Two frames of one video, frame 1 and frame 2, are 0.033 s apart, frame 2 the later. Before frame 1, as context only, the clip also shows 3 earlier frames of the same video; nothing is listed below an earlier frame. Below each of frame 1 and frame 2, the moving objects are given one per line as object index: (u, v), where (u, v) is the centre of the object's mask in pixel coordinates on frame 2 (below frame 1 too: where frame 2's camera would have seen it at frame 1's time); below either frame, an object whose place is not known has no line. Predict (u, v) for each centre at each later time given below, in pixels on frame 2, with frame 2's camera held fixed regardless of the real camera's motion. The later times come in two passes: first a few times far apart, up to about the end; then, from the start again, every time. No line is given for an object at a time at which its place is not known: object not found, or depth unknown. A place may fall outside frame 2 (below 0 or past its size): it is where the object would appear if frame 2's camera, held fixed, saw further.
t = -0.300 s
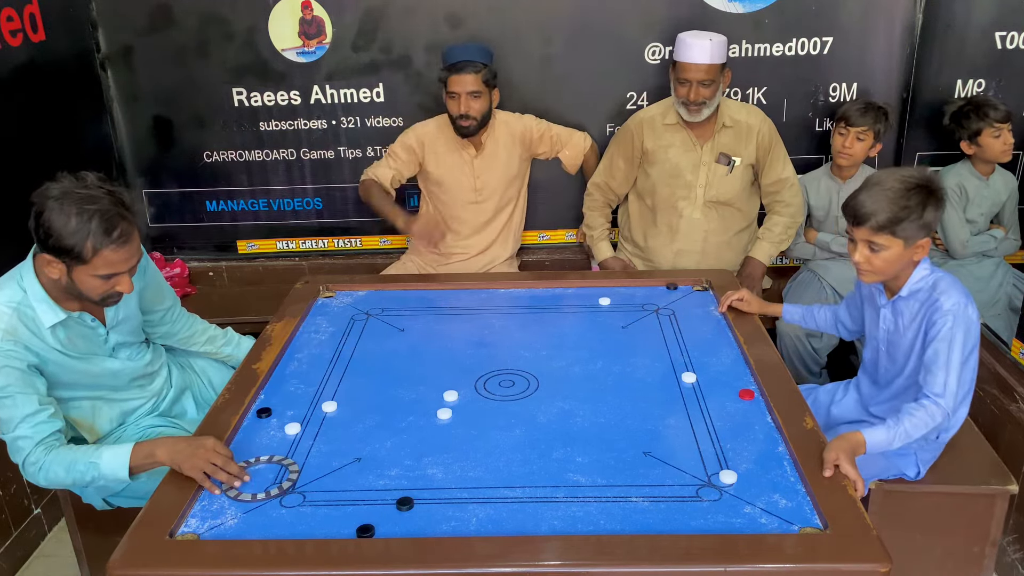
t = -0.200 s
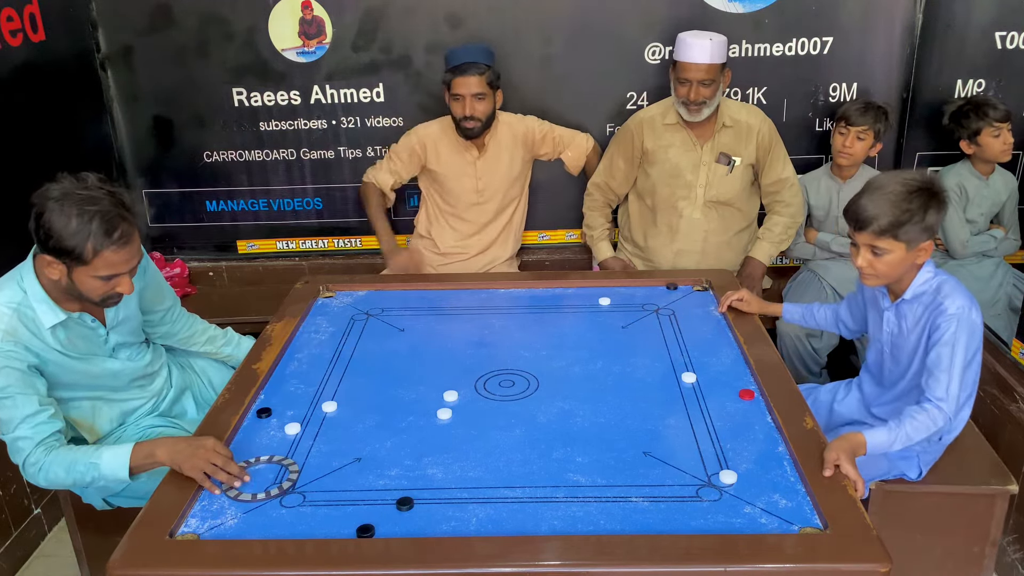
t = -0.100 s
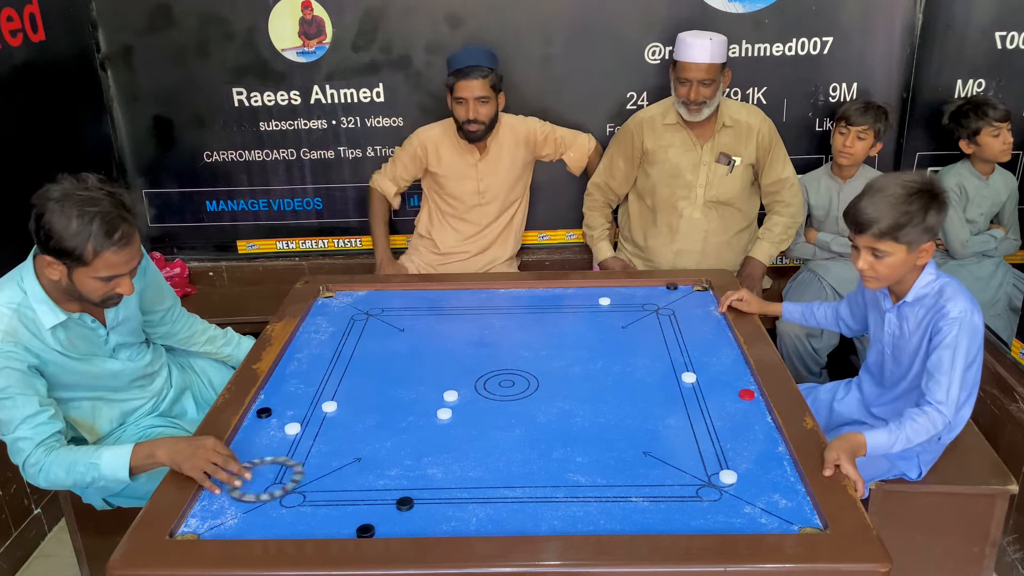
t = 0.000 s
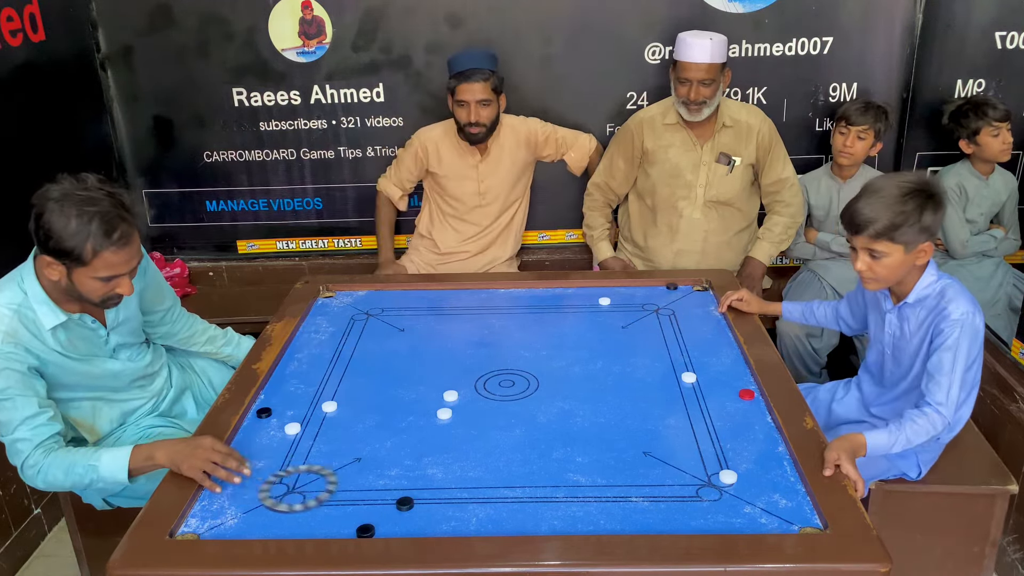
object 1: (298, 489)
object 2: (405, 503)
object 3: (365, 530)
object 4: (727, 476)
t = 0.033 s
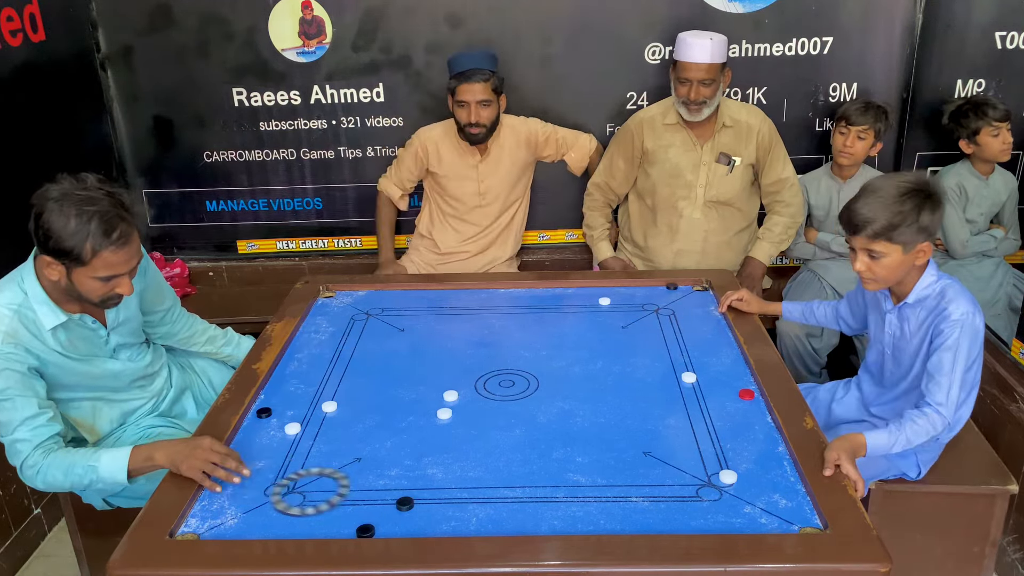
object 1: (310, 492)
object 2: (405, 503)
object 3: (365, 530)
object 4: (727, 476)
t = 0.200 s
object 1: (368, 507)
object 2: (421, 504)
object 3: (371, 534)
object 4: (727, 476)
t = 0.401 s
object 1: (425, 506)
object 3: (402, 534)
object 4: (727, 476)
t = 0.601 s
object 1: (478, 501)
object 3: (428, 532)
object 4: (727, 476)
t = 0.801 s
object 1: (526, 495)
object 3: (449, 531)
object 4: (727, 476)
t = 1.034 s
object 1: (576, 488)
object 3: (467, 528)
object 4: (727, 476)
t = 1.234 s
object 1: (615, 481)
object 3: (477, 525)
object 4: (727, 476)
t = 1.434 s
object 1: (650, 474)
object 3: (481, 523)
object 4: (727, 476)
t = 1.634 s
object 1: (680, 467)
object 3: (481, 521)
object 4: (728, 476)
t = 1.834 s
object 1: (703, 460)
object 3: (482, 521)
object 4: (755, 481)
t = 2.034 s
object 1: (719, 454)
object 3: (482, 521)
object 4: (778, 485)
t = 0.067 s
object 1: (321, 495)
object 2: (405, 503)
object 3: (366, 530)
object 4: (727, 476)
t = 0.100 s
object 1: (334, 498)
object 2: (405, 503)
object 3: (366, 530)
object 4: (727, 476)
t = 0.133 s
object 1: (346, 501)
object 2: (405, 503)
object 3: (366, 531)
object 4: (727, 476)
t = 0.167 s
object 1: (358, 505)
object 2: (407, 503)
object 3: (366, 533)
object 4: (727, 476)
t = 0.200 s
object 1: (368, 507)
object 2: (421, 504)
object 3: (371, 534)
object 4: (727, 476)
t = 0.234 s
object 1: (377, 509)
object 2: (435, 505)
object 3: (377, 535)
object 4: (727, 476)
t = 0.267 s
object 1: (387, 509)
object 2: (449, 506)
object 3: (383, 535)
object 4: (727, 476)
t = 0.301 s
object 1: (397, 508)
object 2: (463, 507)
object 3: (388, 535)
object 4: (727, 476)
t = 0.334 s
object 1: (406, 508)
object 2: (477, 508)
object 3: (393, 535)
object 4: (727, 476)
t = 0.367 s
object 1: (416, 507)
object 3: (398, 534)
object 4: (727, 476)
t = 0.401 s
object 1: (425, 506)
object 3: (402, 534)
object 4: (727, 476)
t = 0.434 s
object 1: (434, 505)
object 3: (407, 534)
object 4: (727, 476)
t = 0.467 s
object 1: (443, 505)
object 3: (411, 533)
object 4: (727, 476)
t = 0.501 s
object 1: (453, 504)
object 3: (415, 533)
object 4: (727, 476)
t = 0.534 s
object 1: (461, 503)
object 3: (420, 533)
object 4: (727, 476)
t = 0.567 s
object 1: (470, 502)
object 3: (424, 533)
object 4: (727, 476)
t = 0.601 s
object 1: (478, 501)
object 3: (428, 532)
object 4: (727, 476)
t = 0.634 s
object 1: (486, 500)
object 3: (432, 532)
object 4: (727, 476)
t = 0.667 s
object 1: (494, 499)
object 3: (436, 532)
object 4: (727, 476)
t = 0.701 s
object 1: (502, 498)
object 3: (440, 531)
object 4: (727, 476)
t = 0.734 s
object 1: (510, 497)
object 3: (443, 531)
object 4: (727, 476)
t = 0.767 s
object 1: (518, 496)
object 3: (446, 531)
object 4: (727, 476)
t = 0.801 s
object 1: (526, 495)
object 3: (449, 531)
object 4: (727, 476)
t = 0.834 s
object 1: (533, 494)
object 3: (453, 530)
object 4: (727, 476)
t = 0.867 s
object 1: (541, 493)
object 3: (455, 530)
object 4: (727, 476)
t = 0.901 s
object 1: (548, 492)
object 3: (458, 529)
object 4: (727, 476)
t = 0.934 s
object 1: (555, 491)
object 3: (460, 529)
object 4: (727, 476)
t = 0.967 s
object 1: (562, 490)
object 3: (463, 529)
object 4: (727, 476)
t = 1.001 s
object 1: (569, 489)
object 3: (465, 528)
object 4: (727, 476)
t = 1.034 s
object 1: (576, 488)
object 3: (467, 528)
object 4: (727, 476)
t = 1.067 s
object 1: (583, 486)
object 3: (469, 527)
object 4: (727, 476)
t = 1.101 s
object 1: (589, 485)
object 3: (471, 527)
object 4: (727, 476)
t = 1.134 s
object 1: (596, 484)
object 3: (473, 527)
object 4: (727, 476)
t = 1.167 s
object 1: (603, 483)
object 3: (474, 526)
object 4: (727, 476)
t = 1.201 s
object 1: (609, 482)
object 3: (476, 526)
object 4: (727, 476)
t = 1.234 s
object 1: (615, 481)
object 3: (477, 525)
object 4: (727, 476)
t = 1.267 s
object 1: (621, 480)
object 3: (478, 525)
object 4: (727, 476)
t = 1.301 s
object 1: (627, 479)
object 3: (478, 524)
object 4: (727, 476)
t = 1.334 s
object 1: (633, 477)
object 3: (479, 524)
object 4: (727, 476)
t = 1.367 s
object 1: (639, 476)
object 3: (480, 524)
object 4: (727, 476)
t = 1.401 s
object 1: (644, 475)
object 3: (480, 523)
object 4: (727, 476)
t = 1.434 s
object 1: (650, 474)
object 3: (481, 523)
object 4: (727, 476)
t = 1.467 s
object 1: (655, 473)
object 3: (481, 523)
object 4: (727, 476)
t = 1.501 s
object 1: (660, 471)
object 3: (481, 522)
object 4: (727, 476)
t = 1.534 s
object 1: (665, 470)
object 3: (481, 522)
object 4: (727, 476)
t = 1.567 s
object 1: (670, 469)
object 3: (481, 522)
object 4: (727, 476)
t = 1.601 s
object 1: (675, 468)
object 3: (481, 522)
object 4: (727, 476)
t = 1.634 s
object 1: (680, 467)
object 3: (481, 521)
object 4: (728, 476)
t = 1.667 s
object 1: (684, 466)
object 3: (482, 521)
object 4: (731, 477)
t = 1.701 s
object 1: (688, 464)
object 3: (482, 521)
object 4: (736, 478)
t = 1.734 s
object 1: (692, 463)
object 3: (482, 521)
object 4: (741, 479)
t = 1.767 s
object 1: (696, 462)
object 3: (482, 521)
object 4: (746, 479)
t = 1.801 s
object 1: (699, 461)
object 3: (482, 521)
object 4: (750, 480)
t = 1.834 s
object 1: (703, 460)
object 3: (482, 521)
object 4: (755, 481)
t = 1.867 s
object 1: (706, 458)
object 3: (482, 521)
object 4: (759, 482)
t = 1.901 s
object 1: (709, 457)
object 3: (482, 521)
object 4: (763, 482)
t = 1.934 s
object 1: (711, 457)
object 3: (482, 521)
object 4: (767, 483)
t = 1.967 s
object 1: (714, 455)
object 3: (482, 521)
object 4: (771, 484)
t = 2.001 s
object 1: (717, 455)
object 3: (482, 521)
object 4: (775, 484)
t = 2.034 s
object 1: (719, 454)
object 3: (482, 521)
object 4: (778, 485)
